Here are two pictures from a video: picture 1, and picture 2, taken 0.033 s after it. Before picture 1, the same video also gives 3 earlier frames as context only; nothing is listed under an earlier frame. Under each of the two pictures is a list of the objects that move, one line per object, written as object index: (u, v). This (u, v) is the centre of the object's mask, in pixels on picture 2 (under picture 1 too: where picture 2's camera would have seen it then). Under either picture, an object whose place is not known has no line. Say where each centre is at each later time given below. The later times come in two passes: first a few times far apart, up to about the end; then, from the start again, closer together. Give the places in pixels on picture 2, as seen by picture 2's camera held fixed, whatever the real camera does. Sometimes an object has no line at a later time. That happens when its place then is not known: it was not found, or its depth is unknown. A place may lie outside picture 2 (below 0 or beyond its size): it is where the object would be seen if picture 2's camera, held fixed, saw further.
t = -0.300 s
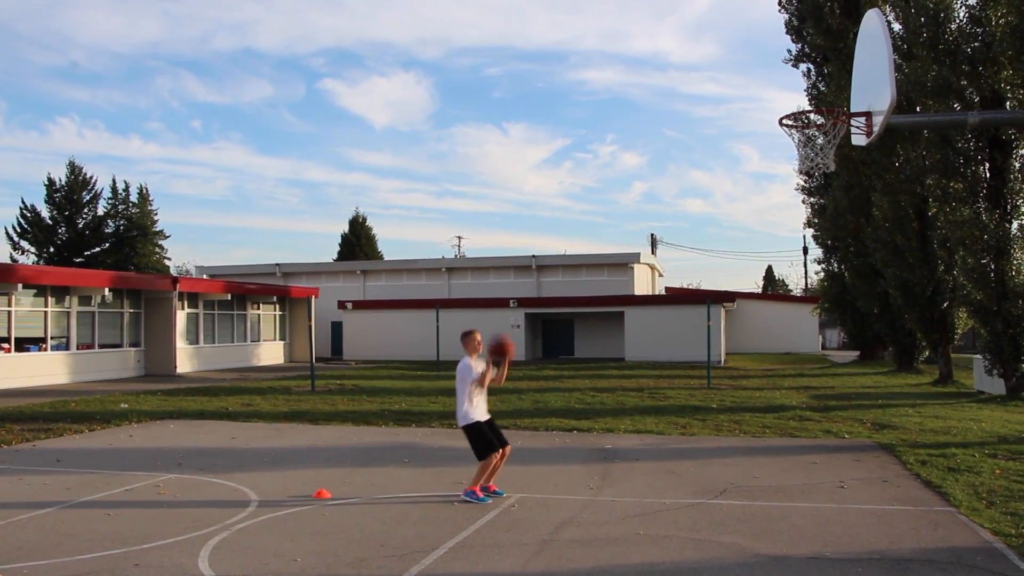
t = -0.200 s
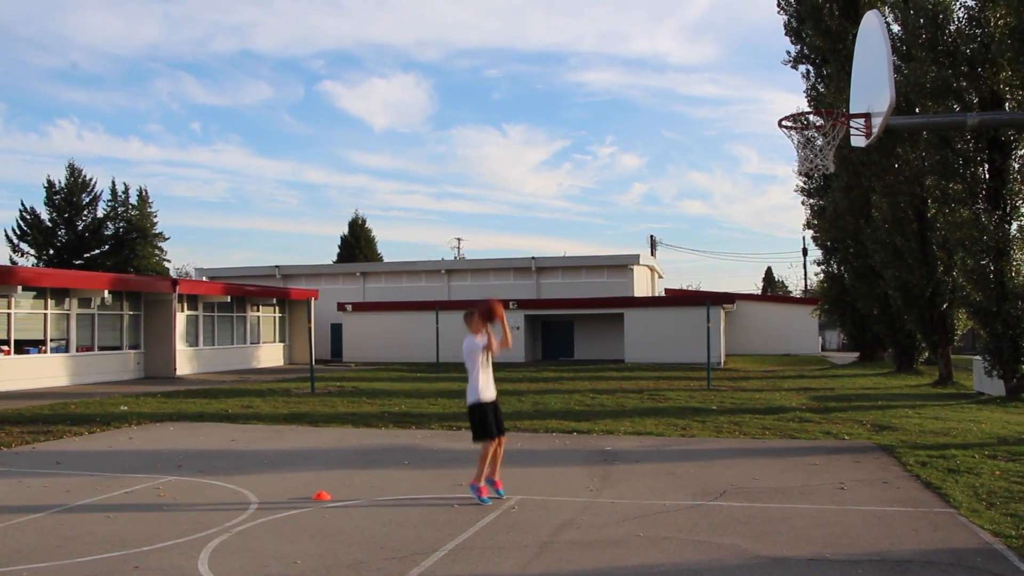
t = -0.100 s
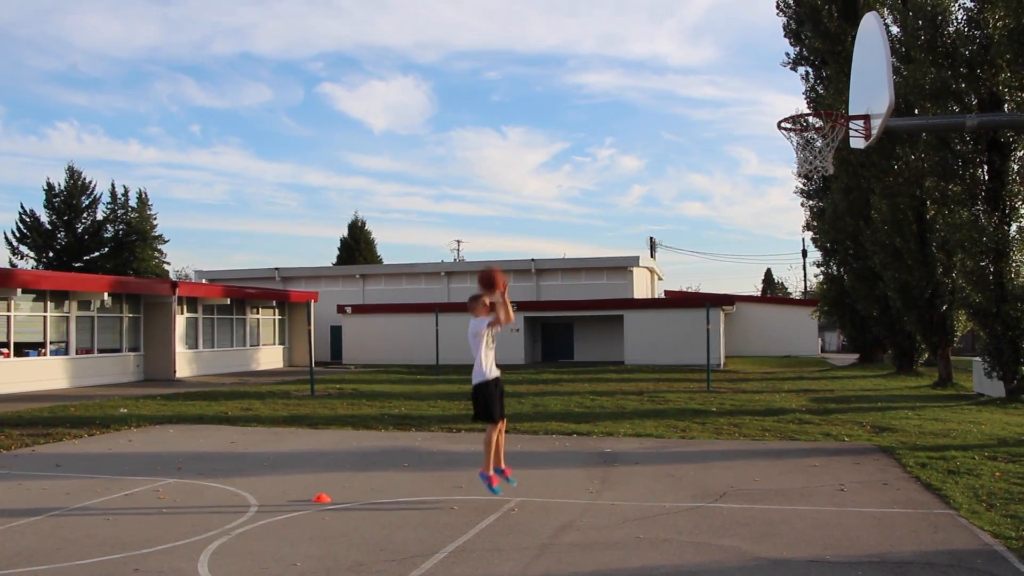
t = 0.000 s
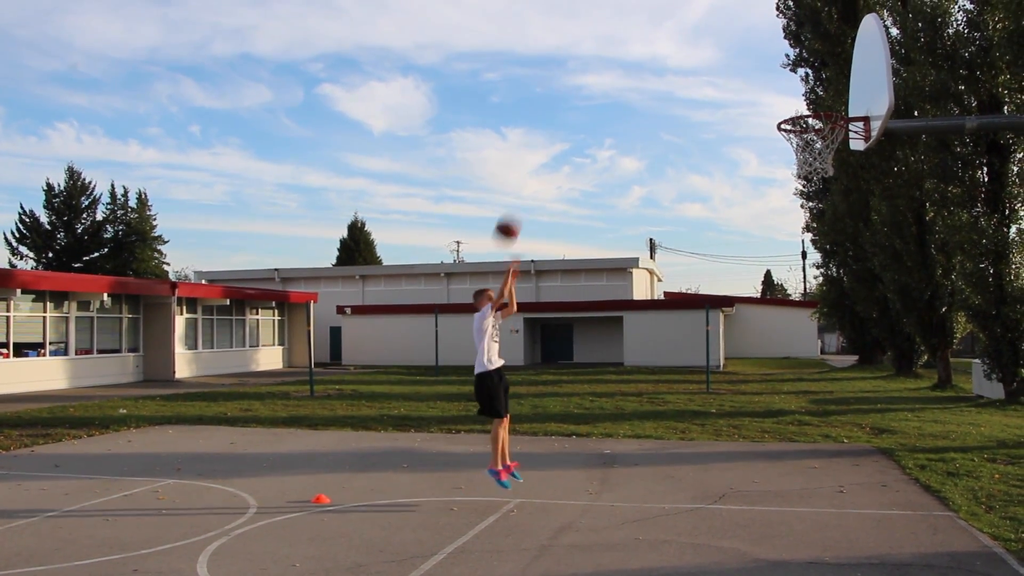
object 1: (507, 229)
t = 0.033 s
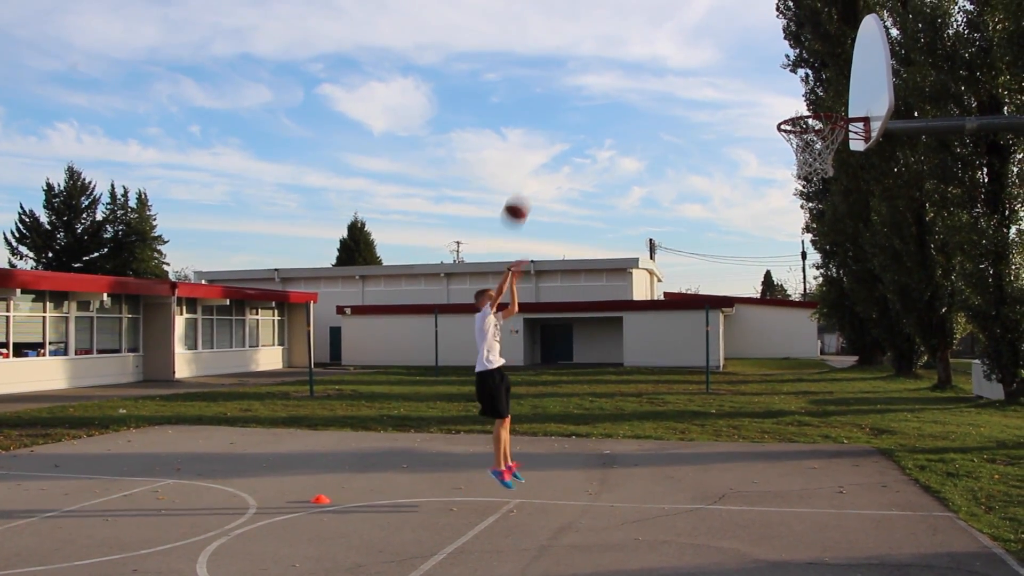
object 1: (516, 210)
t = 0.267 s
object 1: (580, 104)
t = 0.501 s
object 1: (653, 49)
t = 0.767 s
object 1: (751, 59)
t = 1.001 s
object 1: (809, 147)
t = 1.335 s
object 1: (786, 233)
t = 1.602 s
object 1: (773, 400)
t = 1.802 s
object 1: (767, 508)
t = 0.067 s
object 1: (525, 192)
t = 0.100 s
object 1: (534, 175)
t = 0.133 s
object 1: (543, 159)
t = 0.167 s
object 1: (552, 144)
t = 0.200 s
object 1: (561, 130)
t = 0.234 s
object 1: (571, 116)
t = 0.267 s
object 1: (580, 104)
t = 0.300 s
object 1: (590, 94)
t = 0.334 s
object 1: (600, 83)
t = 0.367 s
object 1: (611, 73)
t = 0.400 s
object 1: (622, 66)
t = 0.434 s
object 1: (631, 60)
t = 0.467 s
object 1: (642, 54)
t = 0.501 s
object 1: (653, 49)
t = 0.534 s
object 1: (664, 46)
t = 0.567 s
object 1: (676, 44)
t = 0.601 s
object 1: (688, 43)
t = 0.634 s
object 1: (700, 43)
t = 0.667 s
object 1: (712, 45)
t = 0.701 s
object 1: (725, 48)
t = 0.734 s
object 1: (737, 53)
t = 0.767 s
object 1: (751, 59)
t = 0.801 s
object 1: (765, 67)
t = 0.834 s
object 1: (779, 77)
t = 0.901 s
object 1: (810, 101)
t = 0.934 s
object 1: (824, 115)
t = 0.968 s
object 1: (825, 129)
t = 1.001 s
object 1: (809, 147)
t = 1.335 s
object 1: (786, 233)
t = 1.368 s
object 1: (784, 248)
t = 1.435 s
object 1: (782, 284)
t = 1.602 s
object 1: (773, 400)
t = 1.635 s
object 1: (772, 426)
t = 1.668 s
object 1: (770, 455)
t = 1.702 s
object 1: (767, 484)
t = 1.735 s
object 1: (765, 515)
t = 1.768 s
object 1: (764, 533)
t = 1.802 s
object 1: (767, 508)
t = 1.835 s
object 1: (769, 483)
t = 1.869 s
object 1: (773, 461)
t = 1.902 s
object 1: (775, 440)
